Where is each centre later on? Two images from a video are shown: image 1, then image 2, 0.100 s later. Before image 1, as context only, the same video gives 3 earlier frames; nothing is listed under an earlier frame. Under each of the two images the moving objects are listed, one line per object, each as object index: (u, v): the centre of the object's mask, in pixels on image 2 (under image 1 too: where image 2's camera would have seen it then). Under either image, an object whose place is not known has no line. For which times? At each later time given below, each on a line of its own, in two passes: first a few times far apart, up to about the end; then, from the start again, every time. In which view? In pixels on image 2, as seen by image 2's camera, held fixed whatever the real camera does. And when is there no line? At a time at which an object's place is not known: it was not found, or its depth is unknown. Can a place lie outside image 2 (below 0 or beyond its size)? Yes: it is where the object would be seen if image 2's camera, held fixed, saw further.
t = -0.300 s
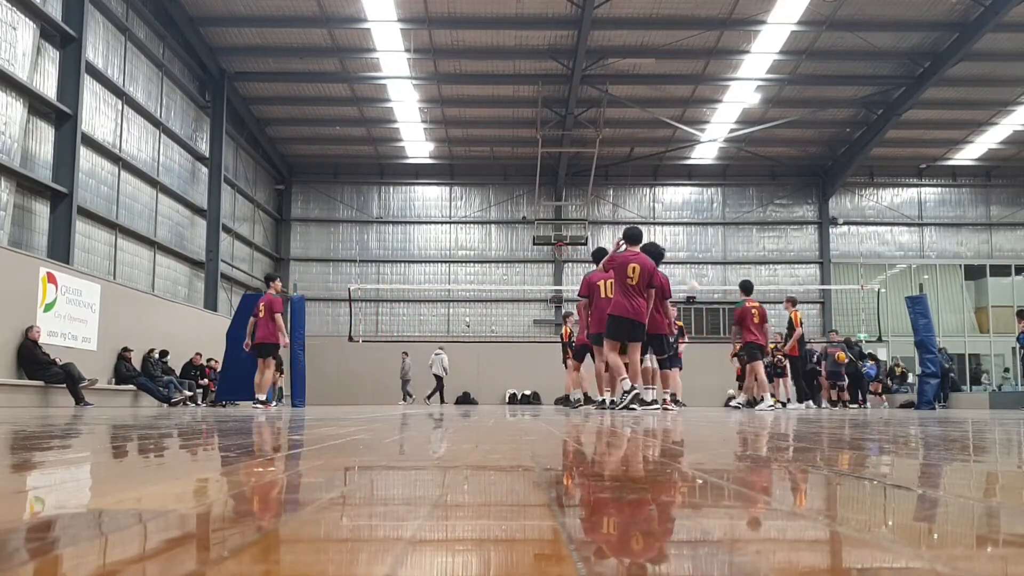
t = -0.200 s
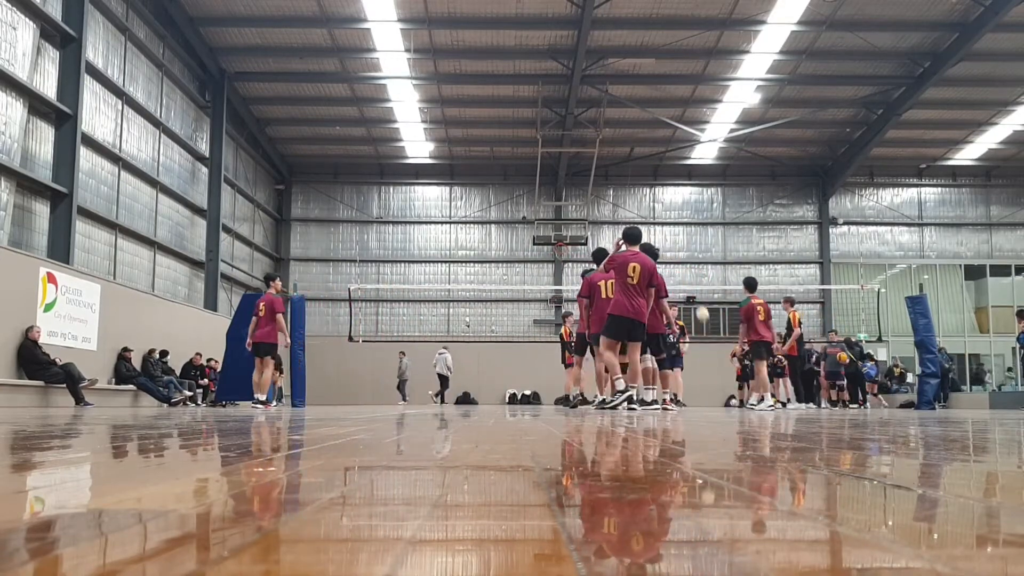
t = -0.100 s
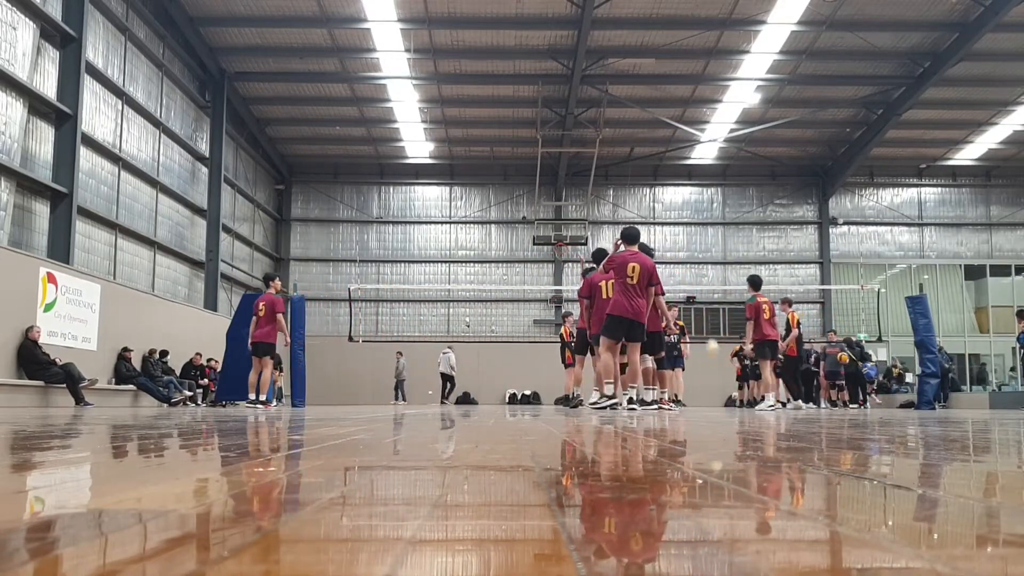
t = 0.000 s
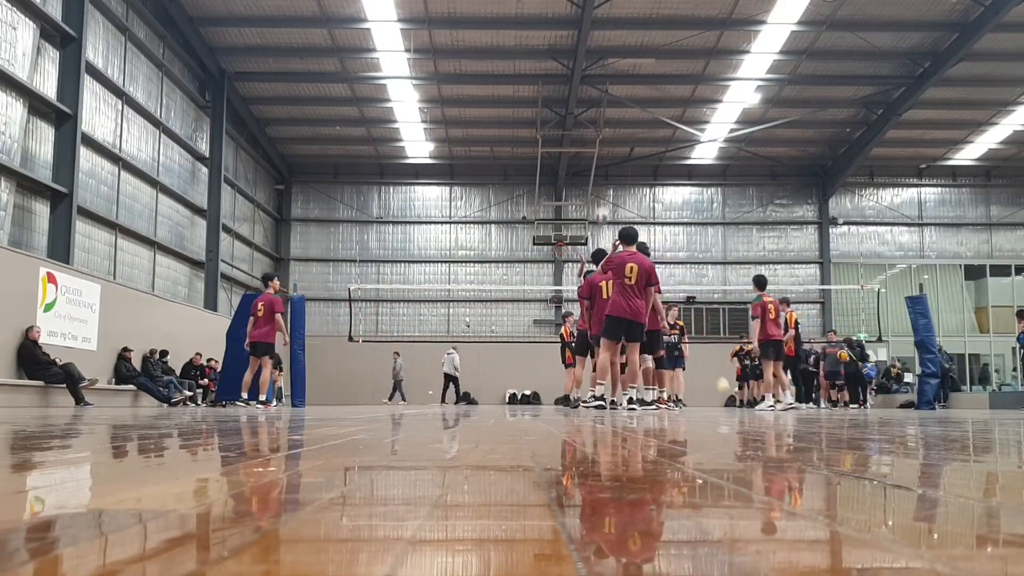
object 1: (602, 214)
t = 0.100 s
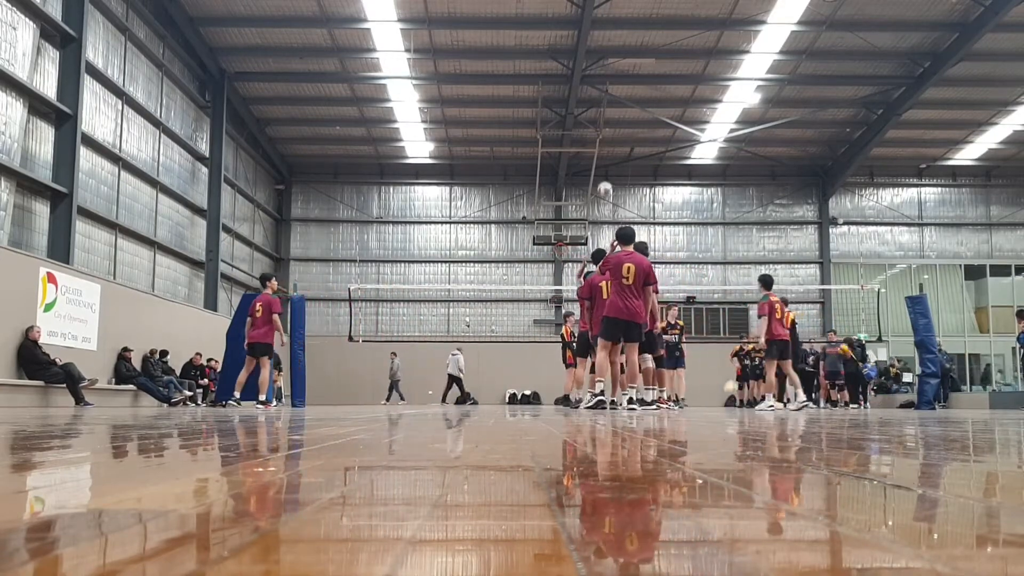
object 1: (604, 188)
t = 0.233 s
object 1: (608, 166)
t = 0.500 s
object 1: (615, 153)
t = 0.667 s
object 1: (619, 168)
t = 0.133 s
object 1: (606, 181)
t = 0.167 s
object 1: (606, 176)
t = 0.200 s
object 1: (607, 170)
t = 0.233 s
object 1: (608, 166)
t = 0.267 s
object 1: (609, 162)
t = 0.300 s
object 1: (610, 158)
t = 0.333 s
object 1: (611, 156)
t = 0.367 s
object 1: (611, 154)
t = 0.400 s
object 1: (612, 153)
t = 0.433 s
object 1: (613, 152)
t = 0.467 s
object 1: (614, 153)
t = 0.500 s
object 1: (615, 153)
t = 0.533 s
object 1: (615, 155)
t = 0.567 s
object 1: (617, 157)
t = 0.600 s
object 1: (617, 160)
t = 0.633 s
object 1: (618, 163)
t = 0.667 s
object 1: (619, 168)
